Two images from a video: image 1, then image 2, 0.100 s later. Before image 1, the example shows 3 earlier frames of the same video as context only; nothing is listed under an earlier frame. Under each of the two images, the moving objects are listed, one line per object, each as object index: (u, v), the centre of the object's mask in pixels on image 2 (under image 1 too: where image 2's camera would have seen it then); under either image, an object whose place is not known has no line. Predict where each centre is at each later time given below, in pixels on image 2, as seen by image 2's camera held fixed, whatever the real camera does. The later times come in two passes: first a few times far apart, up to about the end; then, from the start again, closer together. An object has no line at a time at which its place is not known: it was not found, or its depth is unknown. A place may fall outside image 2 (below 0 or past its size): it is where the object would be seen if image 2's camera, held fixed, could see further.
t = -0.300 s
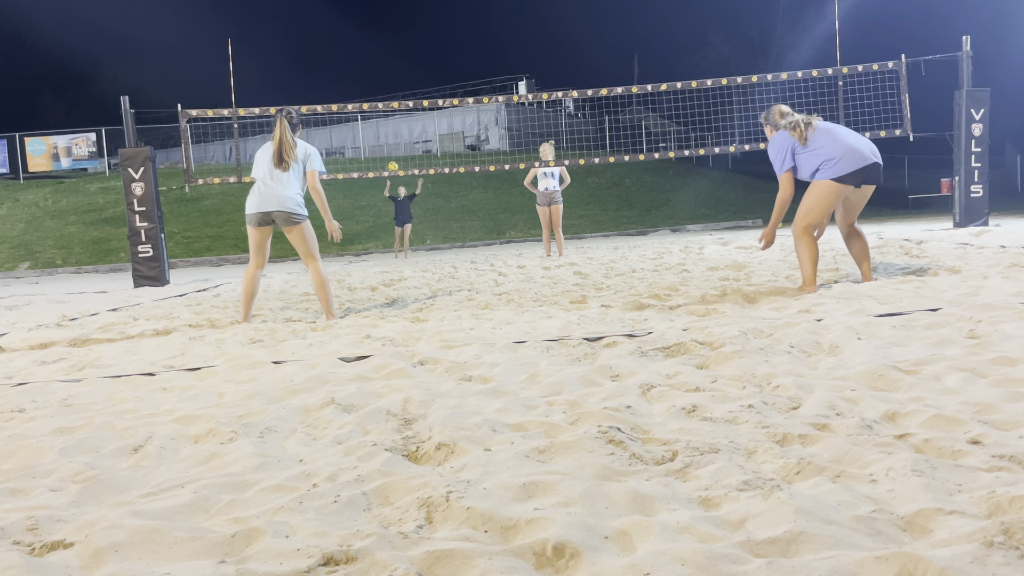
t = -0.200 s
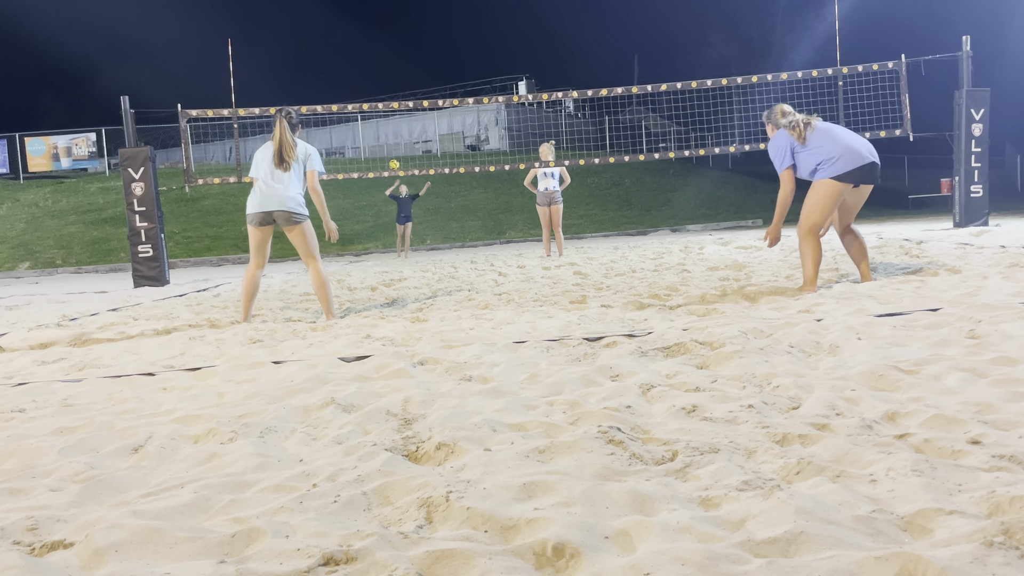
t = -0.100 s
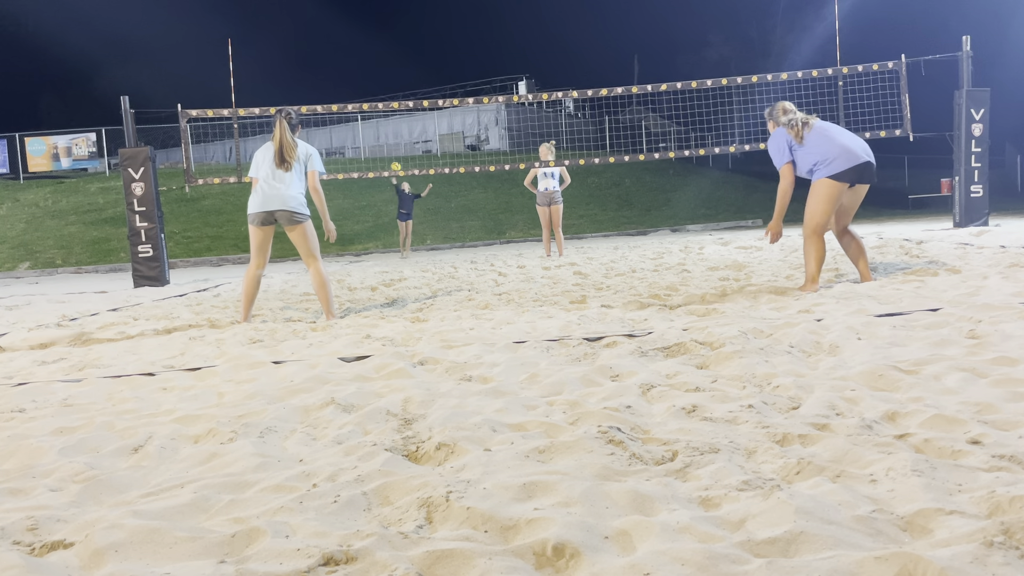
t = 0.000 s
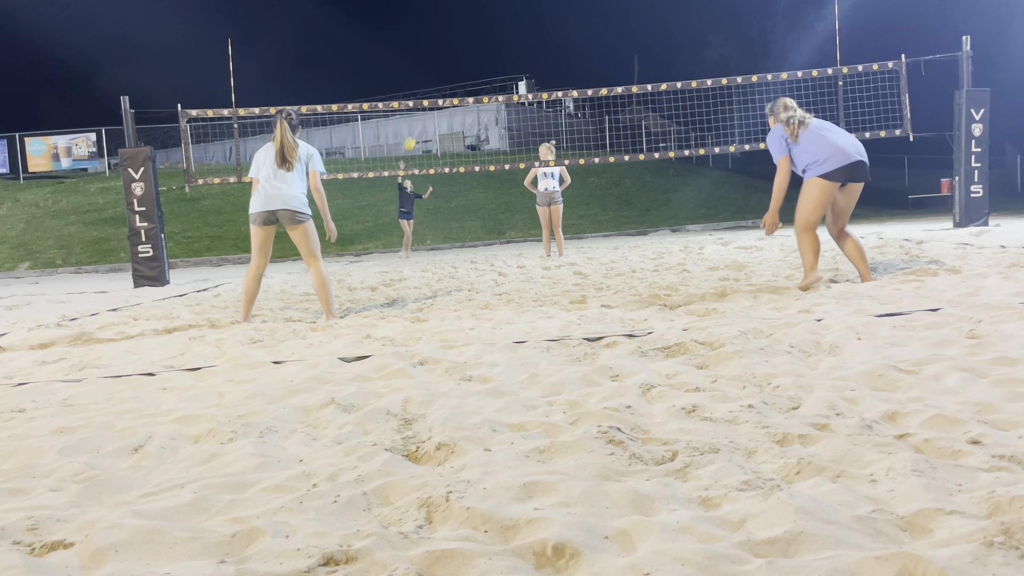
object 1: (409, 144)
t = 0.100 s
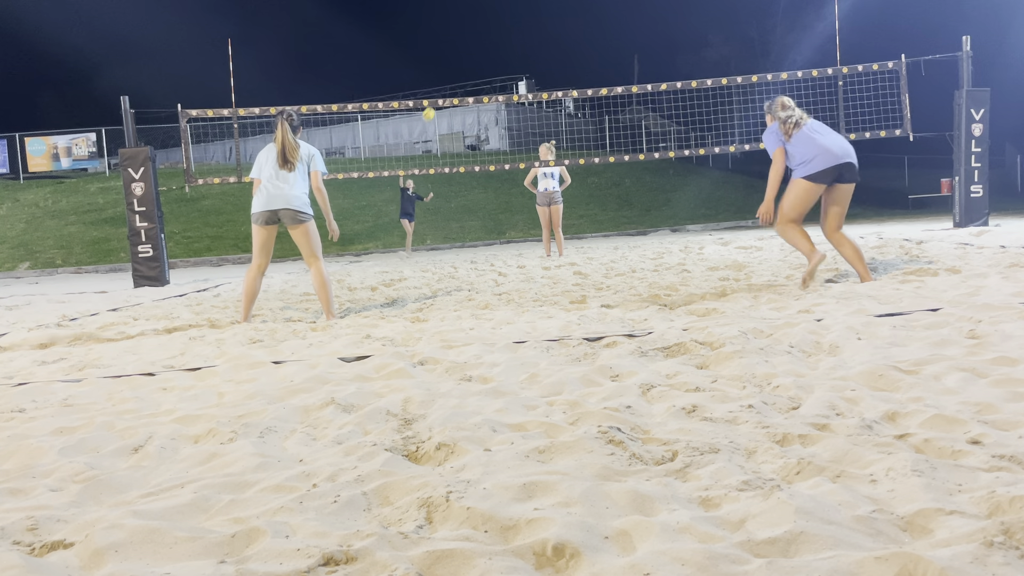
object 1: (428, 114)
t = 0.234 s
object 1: (455, 79)
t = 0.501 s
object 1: (518, 35)
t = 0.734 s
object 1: (593, 34)
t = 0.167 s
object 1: (442, 94)
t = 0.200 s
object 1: (448, 87)
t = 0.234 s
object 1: (455, 79)
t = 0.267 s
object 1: (462, 72)
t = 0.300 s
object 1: (469, 65)
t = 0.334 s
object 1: (477, 58)
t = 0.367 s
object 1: (484, 52)
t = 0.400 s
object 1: (492, 47)
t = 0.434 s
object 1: (500, 42)
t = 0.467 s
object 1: (509, 38)
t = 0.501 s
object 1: (518, 35)
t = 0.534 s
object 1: (527, 32)
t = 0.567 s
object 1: (537, 31)
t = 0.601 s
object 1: (547, 30)
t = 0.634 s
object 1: (558, 29)
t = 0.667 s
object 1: (569, 30)
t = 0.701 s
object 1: (581, 32)
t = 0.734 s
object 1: (593, 34)
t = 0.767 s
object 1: (606, 37)
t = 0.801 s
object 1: (619, 42)
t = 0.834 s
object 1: (634, 47)
